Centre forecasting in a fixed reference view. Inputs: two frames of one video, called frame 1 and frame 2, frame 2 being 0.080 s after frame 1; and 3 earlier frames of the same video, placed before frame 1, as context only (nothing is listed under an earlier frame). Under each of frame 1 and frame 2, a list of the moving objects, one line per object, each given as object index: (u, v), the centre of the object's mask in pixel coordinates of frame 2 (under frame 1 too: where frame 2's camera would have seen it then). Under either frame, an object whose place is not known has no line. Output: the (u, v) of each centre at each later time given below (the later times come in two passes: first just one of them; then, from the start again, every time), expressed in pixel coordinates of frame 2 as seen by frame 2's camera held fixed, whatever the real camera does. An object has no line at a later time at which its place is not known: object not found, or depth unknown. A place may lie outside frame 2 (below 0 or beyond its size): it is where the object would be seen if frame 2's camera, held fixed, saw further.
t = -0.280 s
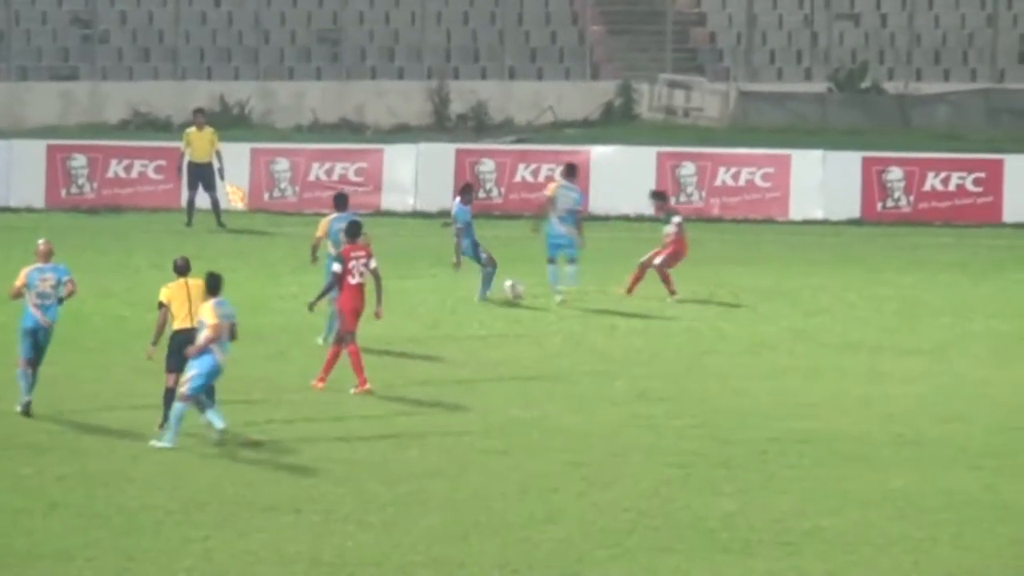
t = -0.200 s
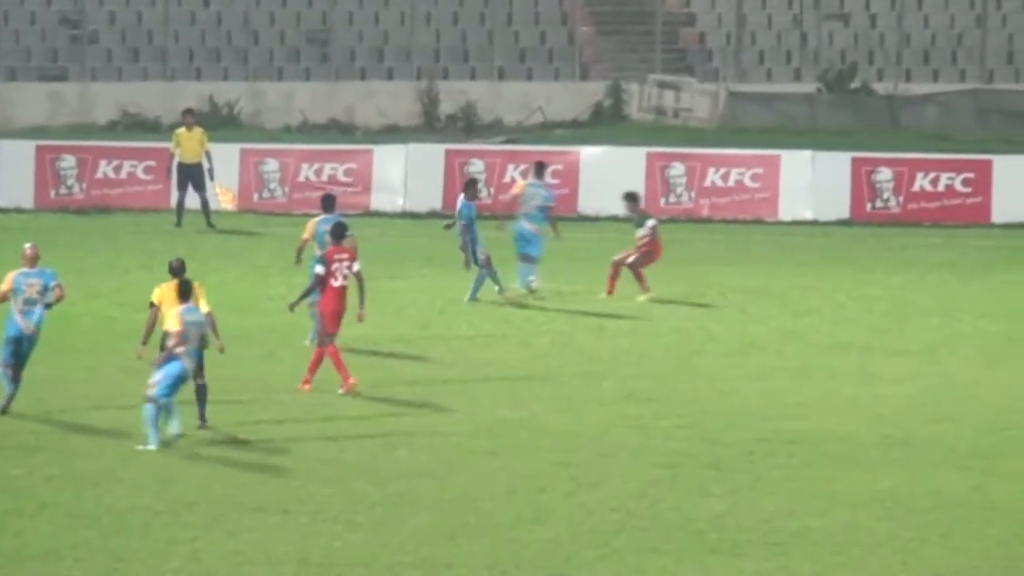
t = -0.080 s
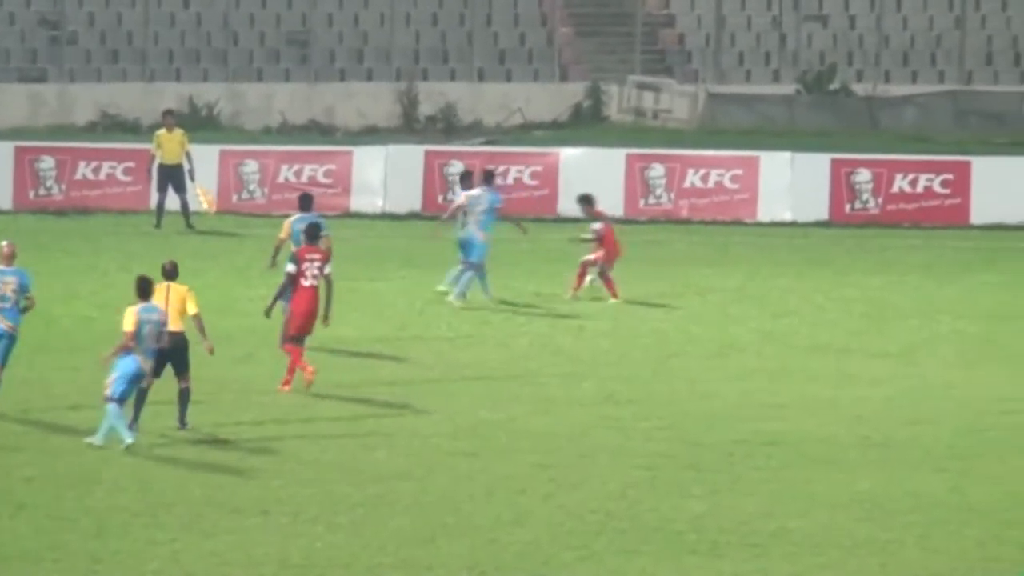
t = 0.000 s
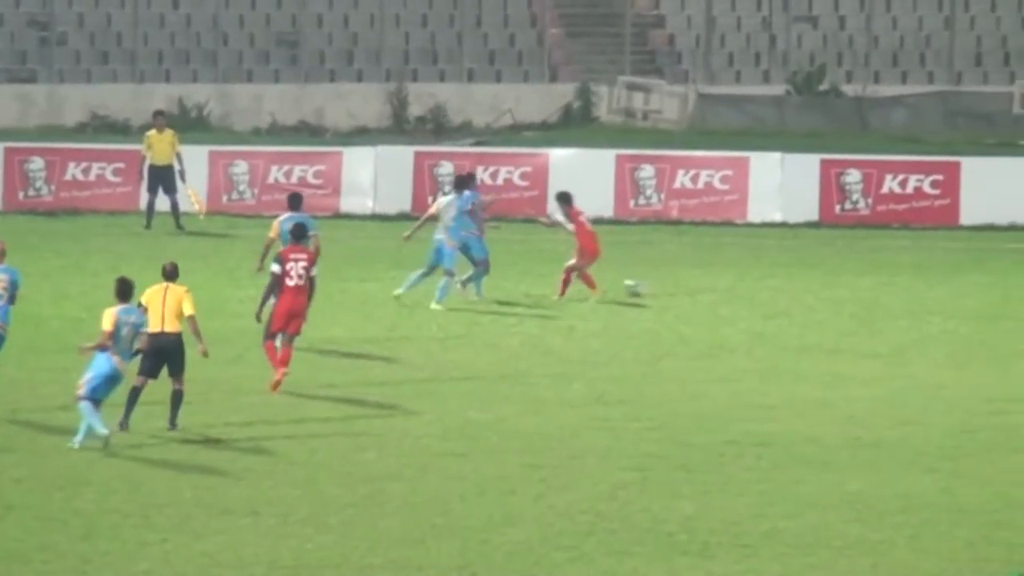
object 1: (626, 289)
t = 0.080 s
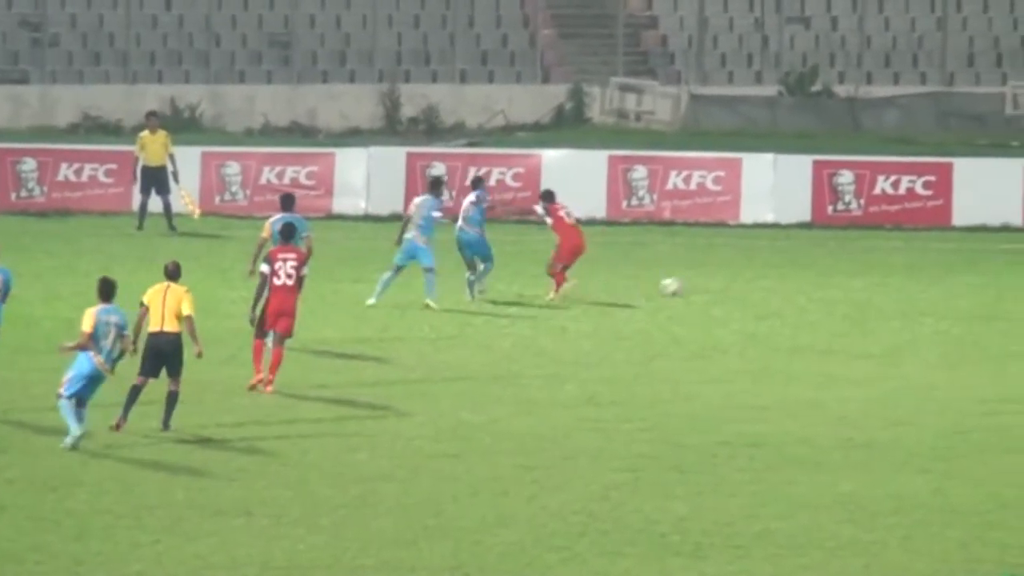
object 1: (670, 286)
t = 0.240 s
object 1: (752, 285)
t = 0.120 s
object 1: (690, 285)
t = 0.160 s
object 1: (711, 284)
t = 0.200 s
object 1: (730, 285)
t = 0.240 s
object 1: (752, 285)
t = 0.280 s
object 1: (769, 287)
